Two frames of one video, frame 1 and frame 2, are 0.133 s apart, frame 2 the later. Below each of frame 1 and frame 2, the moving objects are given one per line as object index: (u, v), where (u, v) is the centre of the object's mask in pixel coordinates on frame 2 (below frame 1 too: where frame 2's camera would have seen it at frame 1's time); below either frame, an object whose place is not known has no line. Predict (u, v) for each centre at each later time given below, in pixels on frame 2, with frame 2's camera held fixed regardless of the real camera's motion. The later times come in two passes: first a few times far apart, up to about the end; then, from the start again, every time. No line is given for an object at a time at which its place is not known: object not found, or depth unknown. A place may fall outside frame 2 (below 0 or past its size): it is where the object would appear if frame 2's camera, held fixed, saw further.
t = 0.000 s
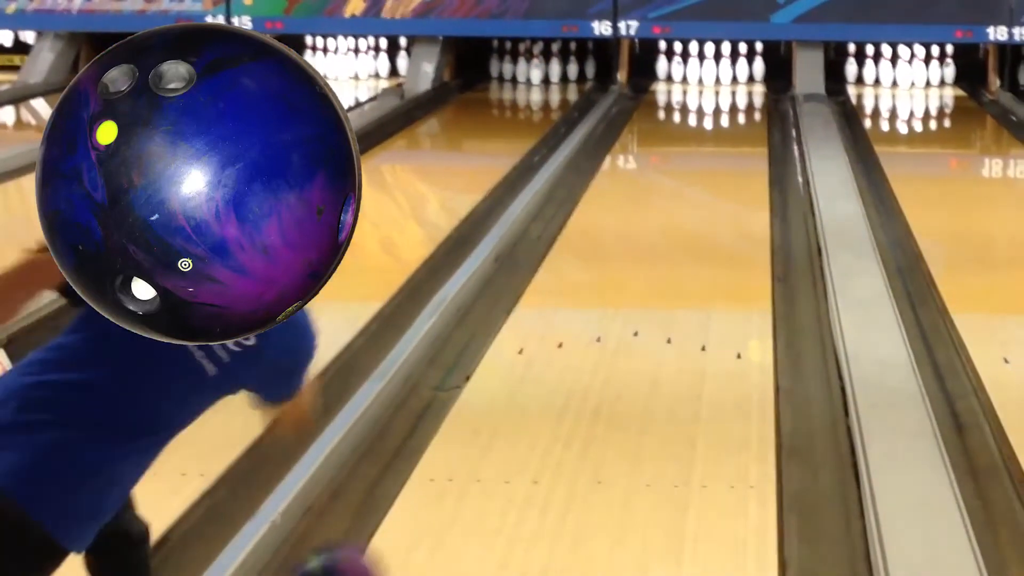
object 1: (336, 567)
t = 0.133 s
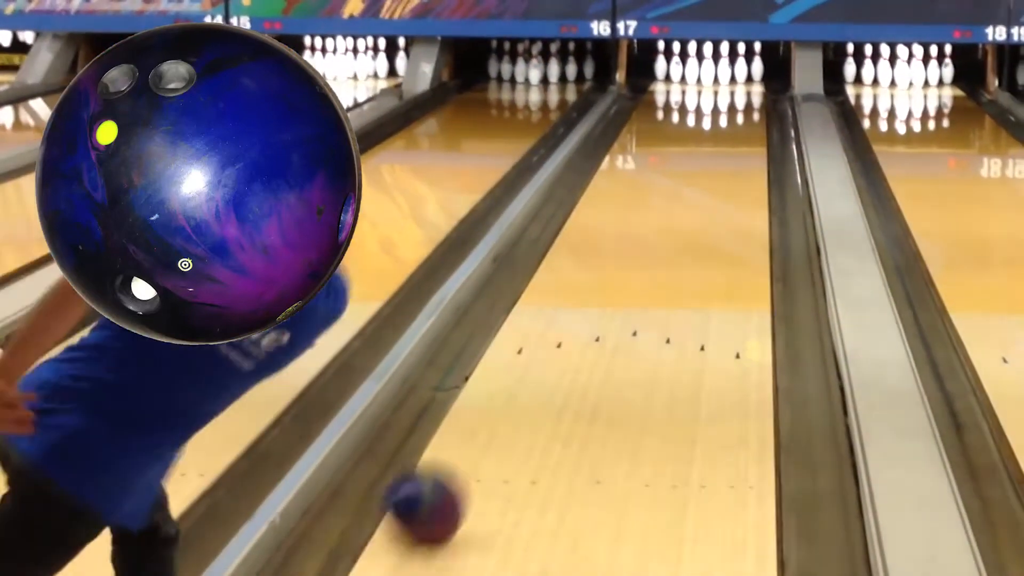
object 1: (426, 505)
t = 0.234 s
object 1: (476, 448)
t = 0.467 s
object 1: (561, 351)
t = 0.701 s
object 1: (619, 285)
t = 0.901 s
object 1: (655, 242)
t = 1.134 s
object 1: (686, 202)
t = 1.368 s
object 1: (709, 170)
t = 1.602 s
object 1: (725, 146)
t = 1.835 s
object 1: (736, 127)
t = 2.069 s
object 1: (739, 110)
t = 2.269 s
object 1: (738, 99)
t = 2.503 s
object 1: (726, 87)
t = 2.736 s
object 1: (715, 77)
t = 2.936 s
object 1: (712, 74)
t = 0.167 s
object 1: (445, 485)
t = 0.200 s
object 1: (461, 466)
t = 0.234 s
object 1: (476, 448)
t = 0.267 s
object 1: (490, 432)
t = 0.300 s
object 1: (504, 416)
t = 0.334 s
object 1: (517, 401)
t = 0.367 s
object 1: (529, 387)
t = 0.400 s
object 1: (541, 374)
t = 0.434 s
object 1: (551, 362)
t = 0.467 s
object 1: (561, 351)
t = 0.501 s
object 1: (572, 340)
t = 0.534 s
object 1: (580, 330)
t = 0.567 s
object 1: (589, 319)
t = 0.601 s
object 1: (598, 310)
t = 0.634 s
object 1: (605, 301)
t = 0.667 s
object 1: (613, 293)
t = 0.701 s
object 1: (619, 285)
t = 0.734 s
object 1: (626, 278)
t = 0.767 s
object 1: (633, 270)
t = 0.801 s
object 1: (639, 263)
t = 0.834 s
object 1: (645, 256)
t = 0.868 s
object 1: (650, 249)
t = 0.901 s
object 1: (655, 242)
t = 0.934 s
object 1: (660, 236)
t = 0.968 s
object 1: (665, 230)
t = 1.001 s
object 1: (670, 224)
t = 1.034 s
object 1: (674, 218)
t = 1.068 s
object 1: (678, 213)
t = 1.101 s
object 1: (682, 207)
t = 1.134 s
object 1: (686, 202)
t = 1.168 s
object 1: (690, 196)
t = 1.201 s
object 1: (693, 192)
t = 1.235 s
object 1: (697, 187)
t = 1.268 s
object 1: (700, 183)
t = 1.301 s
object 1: (703, 179)
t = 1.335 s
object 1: (706, 175)
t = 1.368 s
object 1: (709, 170)
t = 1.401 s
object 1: (711, 167)
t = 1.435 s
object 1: (714, 163)
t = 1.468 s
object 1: (716, 159)
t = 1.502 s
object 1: (719, 156)
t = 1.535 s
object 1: (721, 153)
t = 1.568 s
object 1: (723, 149)
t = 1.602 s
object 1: (725, 146)
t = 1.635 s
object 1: (727, 143)
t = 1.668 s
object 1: (729, 140)
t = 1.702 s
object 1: (730, 137)
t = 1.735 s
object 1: (731, 134)
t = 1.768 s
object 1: (733, 131)
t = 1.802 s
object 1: (735, 129)
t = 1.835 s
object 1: (736, 127)
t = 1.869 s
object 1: (737, 124)
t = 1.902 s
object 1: (737, 121)
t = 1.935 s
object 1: (738, 119)
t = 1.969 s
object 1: (739, 117)
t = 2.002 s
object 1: (739, 114)
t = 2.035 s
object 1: (739, 112)
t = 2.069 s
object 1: (739, 110)
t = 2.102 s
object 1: (739, 108)
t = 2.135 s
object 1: (739, 106)
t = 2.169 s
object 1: (739, 104)
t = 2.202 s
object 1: (739, 102)
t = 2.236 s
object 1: (738, 101)
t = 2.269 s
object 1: (738, 99)
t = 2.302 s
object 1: (736, 96)
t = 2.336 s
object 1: (735, 94)
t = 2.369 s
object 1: (733, 93)
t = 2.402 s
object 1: (732, 91)
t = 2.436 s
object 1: (730, 89)
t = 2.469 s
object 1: (728, 88)
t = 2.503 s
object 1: (726, 87)
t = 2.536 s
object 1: (725, 85)
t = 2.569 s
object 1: (724, 84)
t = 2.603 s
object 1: (721, 82)
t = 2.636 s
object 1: (719, 80)
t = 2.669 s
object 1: (717, 79)
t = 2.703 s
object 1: (715, 78)
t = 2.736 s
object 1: (715, 77)
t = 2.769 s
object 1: (715, 77)
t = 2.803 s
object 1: (714, 76)
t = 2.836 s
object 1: (713, 75)
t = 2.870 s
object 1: (714, 74)
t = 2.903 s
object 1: (714, 74)
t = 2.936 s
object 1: (712, 74)
